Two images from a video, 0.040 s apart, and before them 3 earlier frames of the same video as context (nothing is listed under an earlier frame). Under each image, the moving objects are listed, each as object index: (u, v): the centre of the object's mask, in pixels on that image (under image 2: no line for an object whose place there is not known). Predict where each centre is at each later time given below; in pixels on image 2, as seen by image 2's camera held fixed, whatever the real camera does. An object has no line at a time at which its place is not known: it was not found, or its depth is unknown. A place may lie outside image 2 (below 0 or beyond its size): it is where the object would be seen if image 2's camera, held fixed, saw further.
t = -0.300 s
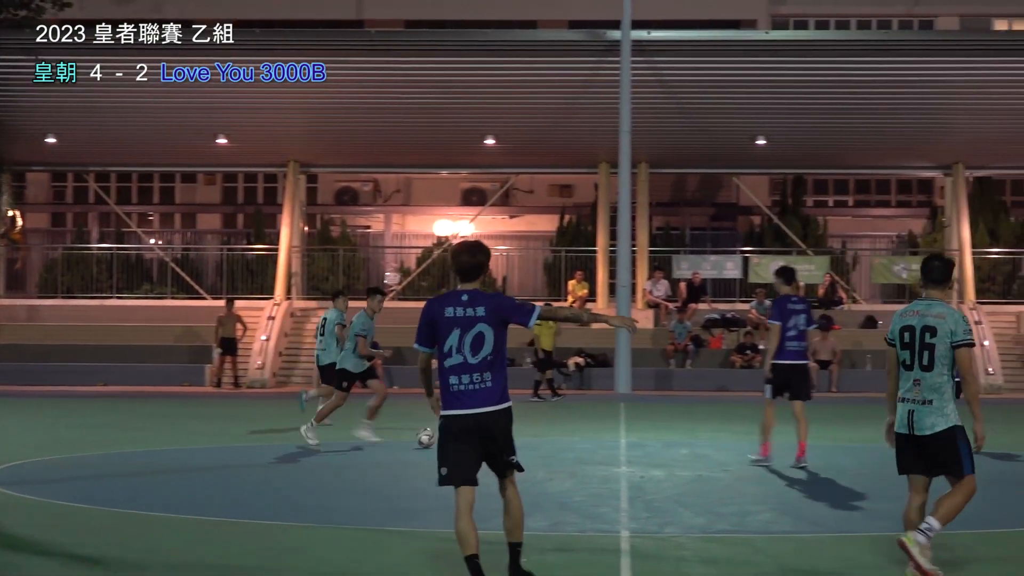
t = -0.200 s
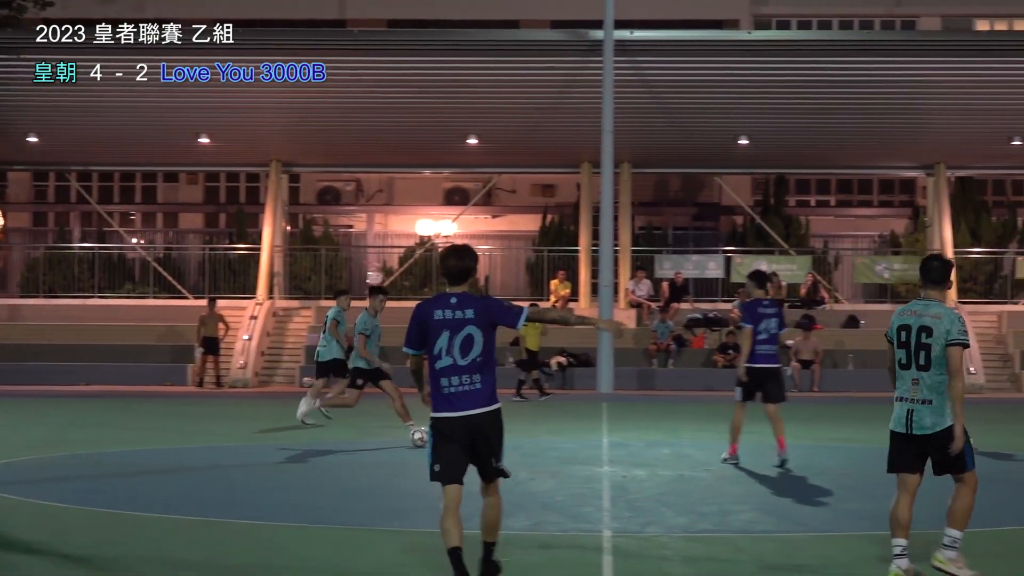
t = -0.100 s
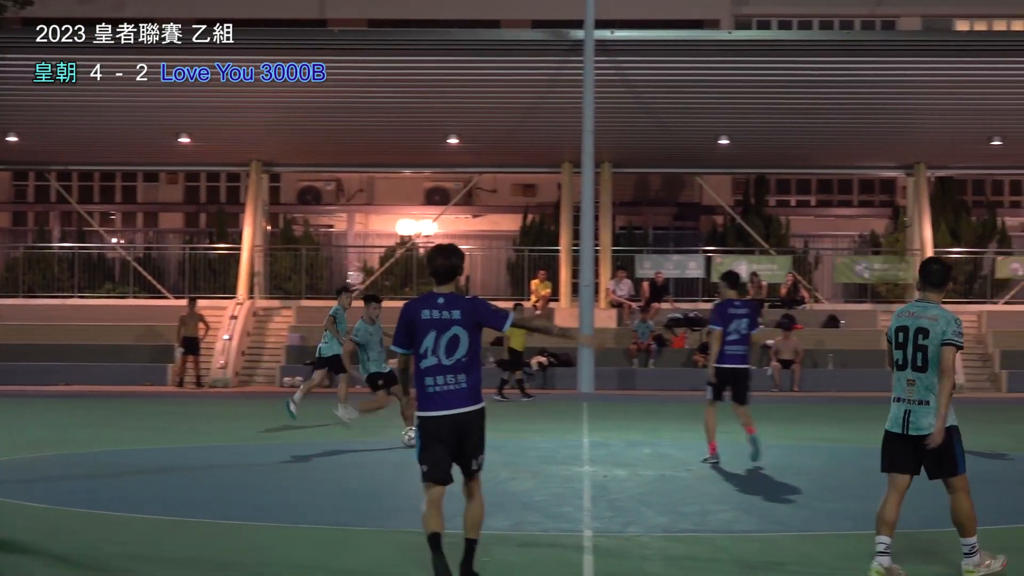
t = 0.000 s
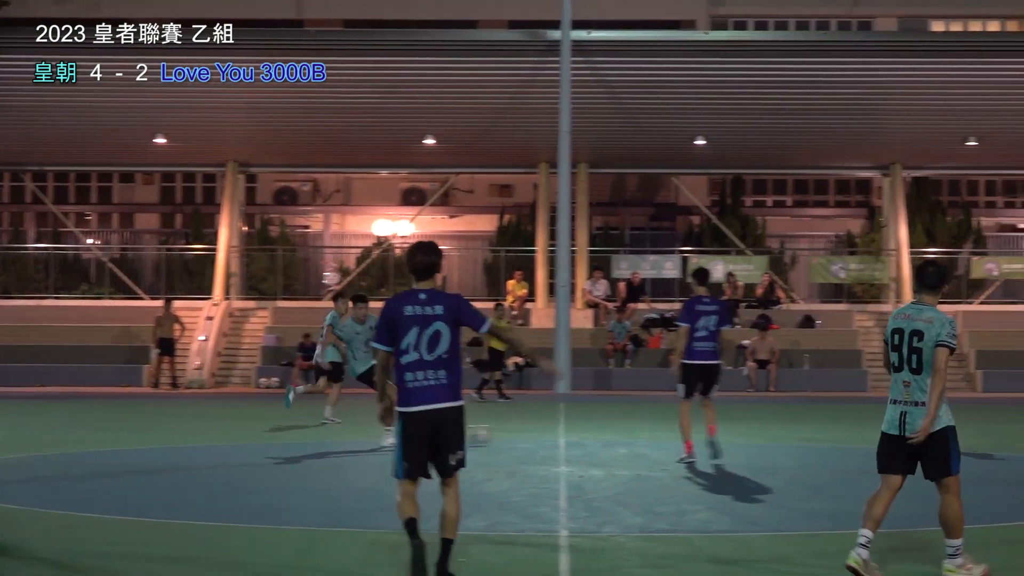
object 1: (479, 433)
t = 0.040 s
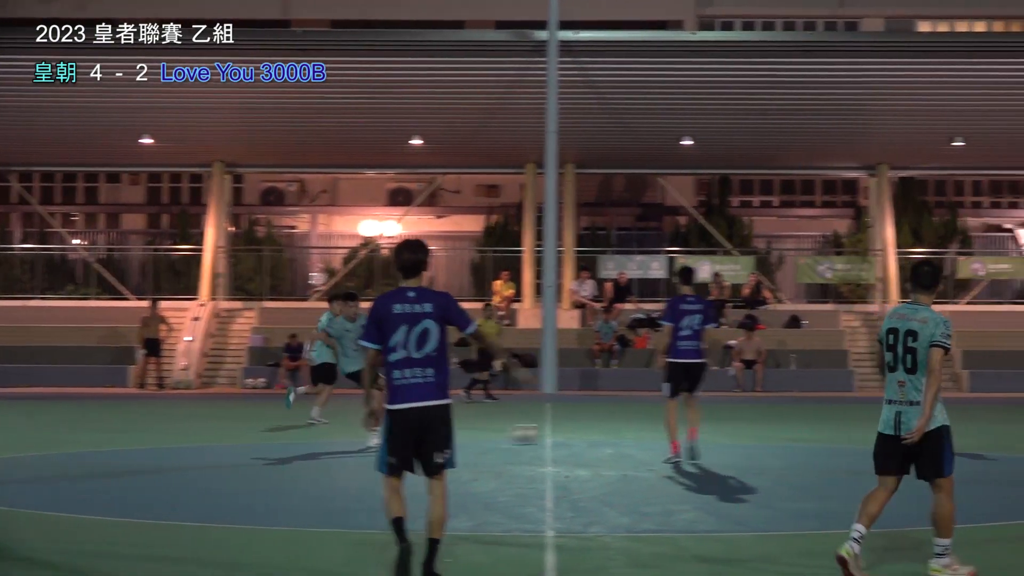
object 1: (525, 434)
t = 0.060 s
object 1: (557, 434)
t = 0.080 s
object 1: (584, 433)
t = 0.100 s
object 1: (612, 432)
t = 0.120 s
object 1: (639, 432)
